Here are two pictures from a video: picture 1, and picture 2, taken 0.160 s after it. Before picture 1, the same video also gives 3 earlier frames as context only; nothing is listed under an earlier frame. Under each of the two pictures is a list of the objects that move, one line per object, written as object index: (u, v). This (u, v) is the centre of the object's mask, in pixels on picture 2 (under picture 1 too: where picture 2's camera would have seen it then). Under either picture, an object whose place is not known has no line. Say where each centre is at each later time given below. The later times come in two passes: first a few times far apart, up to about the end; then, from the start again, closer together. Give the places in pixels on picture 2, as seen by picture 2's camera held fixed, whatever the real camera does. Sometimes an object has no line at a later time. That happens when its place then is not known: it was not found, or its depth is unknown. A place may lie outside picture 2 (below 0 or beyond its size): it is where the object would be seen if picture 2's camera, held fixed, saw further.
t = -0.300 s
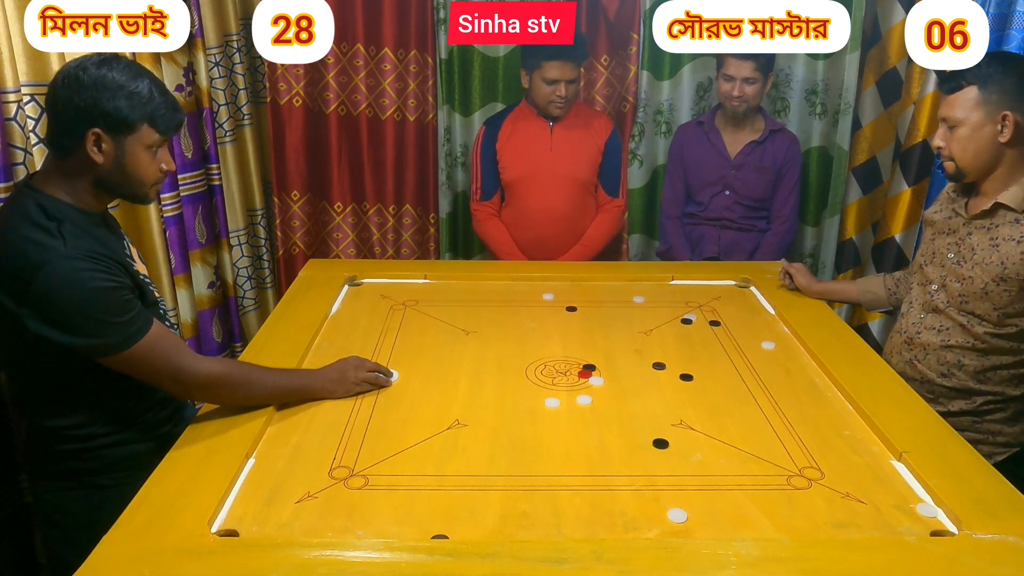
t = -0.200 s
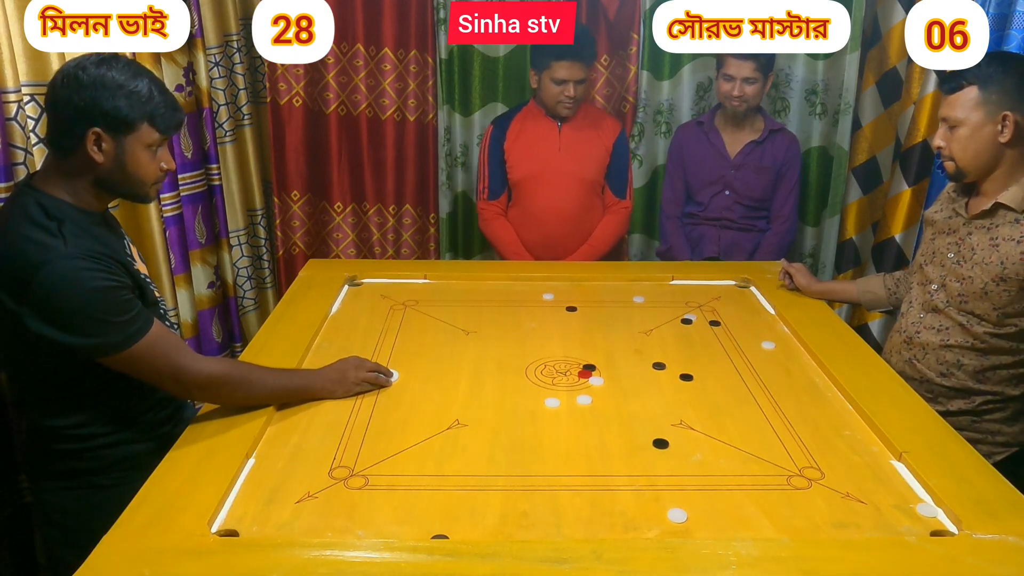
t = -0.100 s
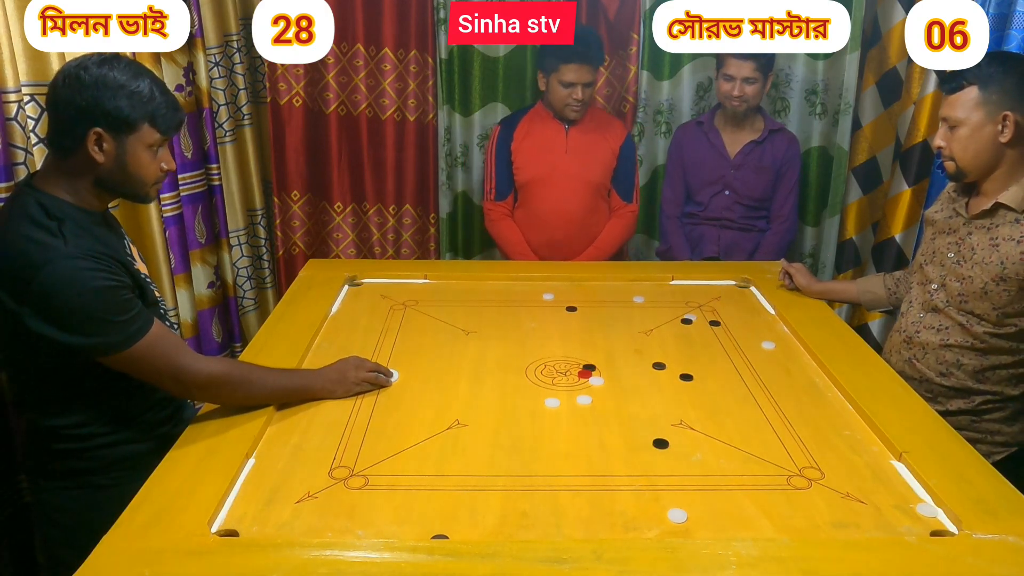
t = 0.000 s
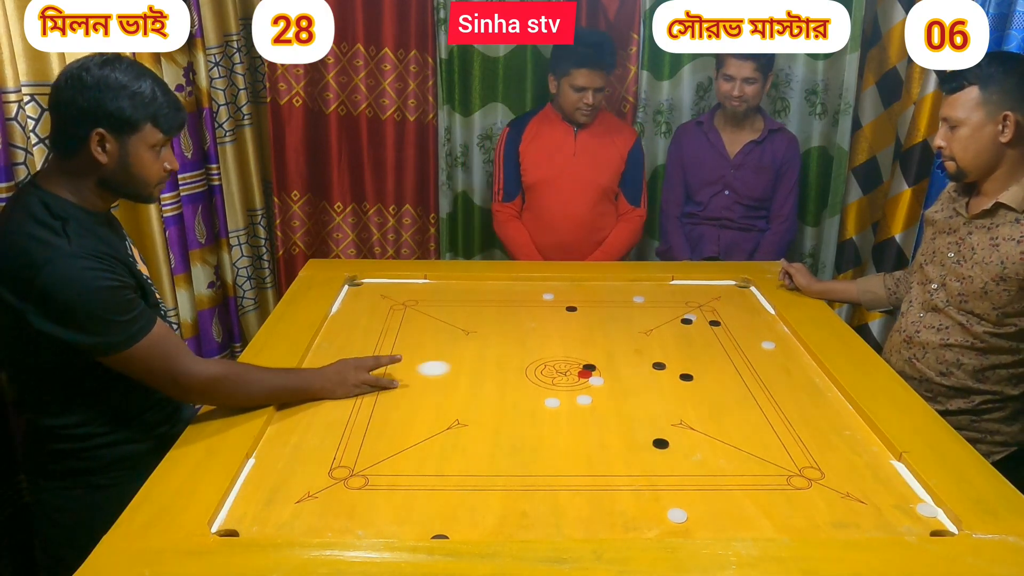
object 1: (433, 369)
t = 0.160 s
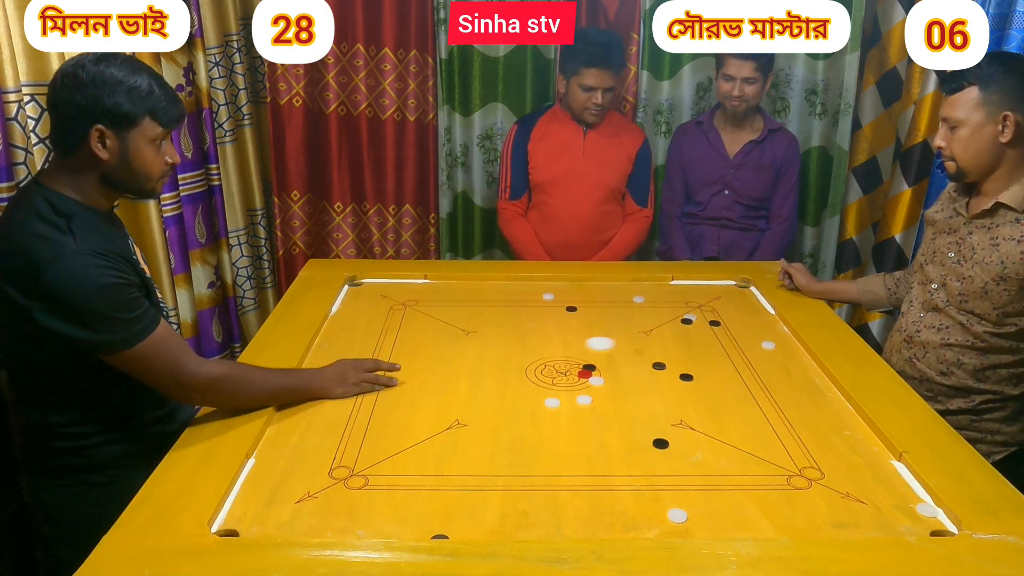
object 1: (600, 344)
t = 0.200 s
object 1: (635, 338)
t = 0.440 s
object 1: (757, 323)
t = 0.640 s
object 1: (696, 322)
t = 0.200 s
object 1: (635, 338)
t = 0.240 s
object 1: (669, 333)
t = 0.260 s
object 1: (685, 331)
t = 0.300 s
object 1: (713, 328)
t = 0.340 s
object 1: (736, 326)
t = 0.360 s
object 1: (747, 325)
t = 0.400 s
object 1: (768, 323)
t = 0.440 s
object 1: (757, 323)
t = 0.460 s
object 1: (748, 323)
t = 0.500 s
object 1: (733, 322)
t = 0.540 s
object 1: (717, 321)
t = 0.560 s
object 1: (710, 321)
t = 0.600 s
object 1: (701, 321)
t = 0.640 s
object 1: (696, 322)
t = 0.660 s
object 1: (694, 322)
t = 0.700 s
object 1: (690, 322)
